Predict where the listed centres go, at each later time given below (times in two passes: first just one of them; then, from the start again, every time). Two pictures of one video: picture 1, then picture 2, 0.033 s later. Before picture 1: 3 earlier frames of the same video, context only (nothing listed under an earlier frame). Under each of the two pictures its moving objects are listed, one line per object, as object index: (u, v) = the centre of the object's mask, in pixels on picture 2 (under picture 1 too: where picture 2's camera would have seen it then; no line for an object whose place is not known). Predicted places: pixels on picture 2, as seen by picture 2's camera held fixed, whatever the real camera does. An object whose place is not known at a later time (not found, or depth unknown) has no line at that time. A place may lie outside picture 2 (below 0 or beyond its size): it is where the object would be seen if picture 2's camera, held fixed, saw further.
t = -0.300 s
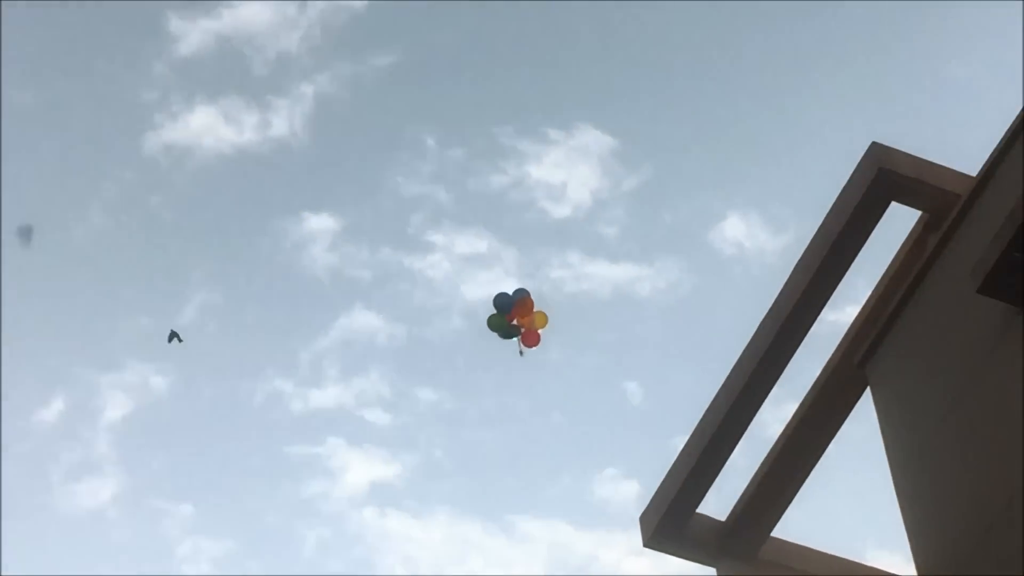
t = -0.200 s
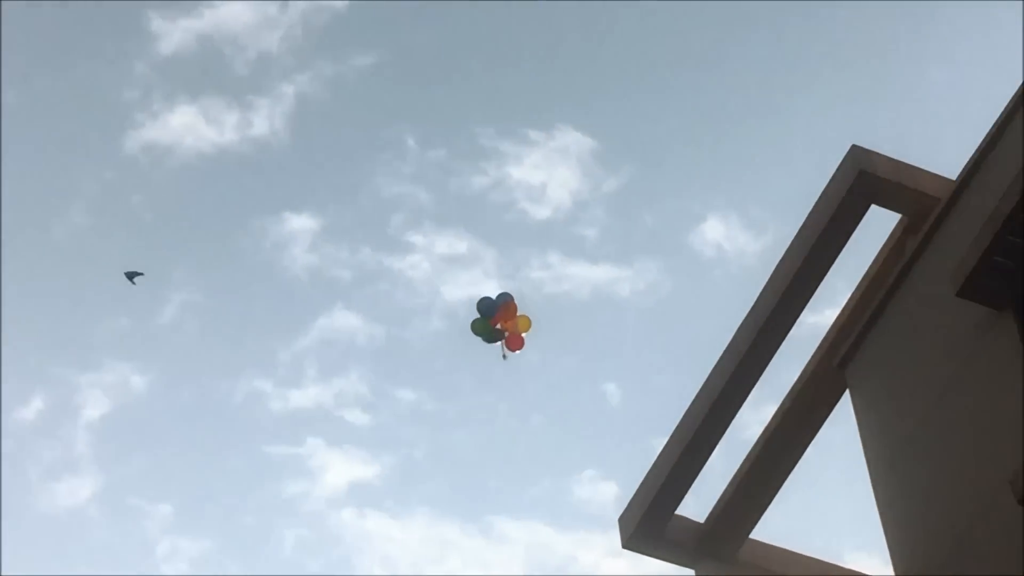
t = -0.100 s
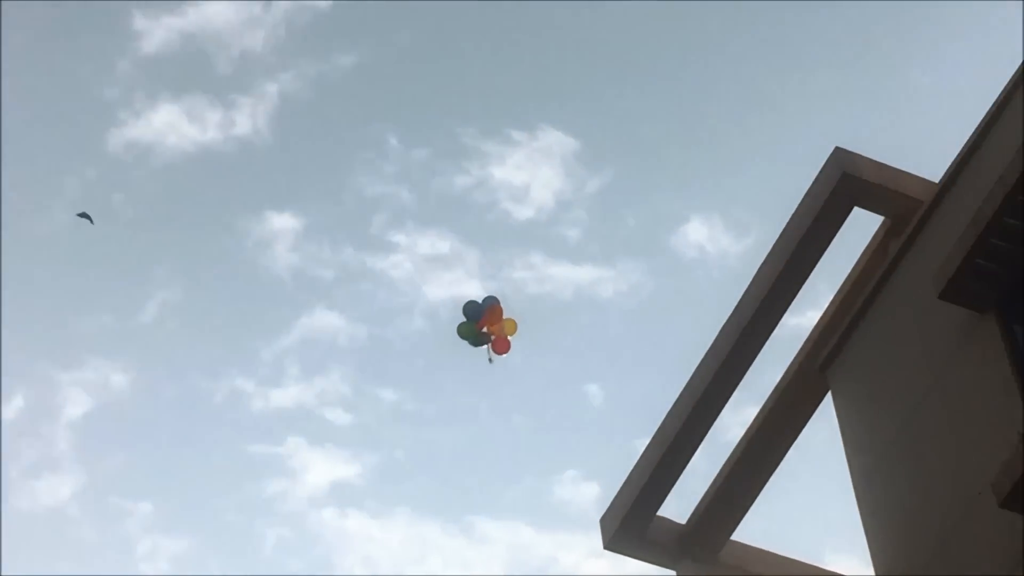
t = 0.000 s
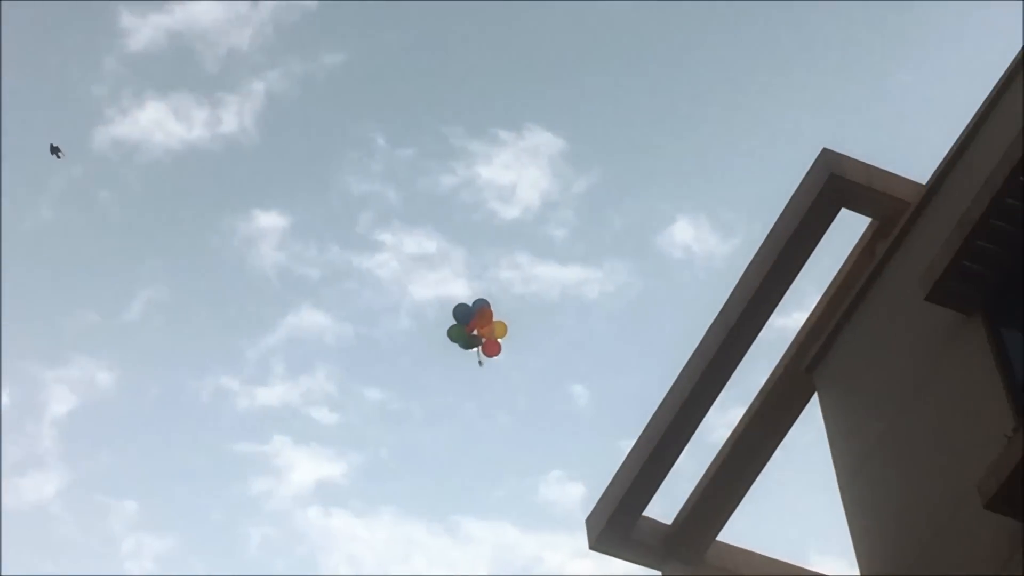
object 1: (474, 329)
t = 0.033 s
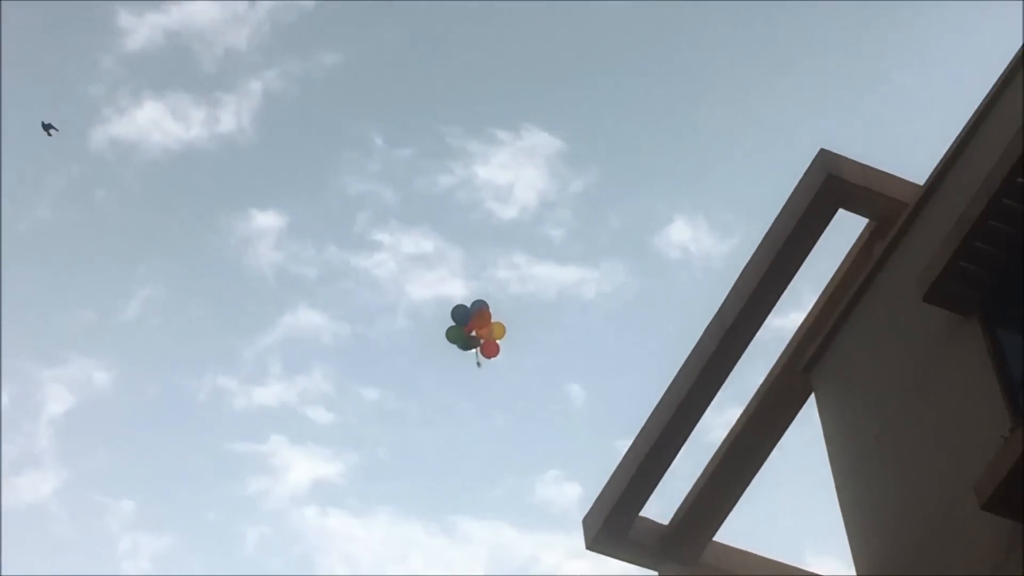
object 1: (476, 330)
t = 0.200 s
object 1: (482, 336)
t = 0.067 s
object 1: (477, 331)
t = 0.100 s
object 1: (478, 332)
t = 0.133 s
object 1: (479, 333)
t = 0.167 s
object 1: (481, 335)
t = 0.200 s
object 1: (482, 336)
